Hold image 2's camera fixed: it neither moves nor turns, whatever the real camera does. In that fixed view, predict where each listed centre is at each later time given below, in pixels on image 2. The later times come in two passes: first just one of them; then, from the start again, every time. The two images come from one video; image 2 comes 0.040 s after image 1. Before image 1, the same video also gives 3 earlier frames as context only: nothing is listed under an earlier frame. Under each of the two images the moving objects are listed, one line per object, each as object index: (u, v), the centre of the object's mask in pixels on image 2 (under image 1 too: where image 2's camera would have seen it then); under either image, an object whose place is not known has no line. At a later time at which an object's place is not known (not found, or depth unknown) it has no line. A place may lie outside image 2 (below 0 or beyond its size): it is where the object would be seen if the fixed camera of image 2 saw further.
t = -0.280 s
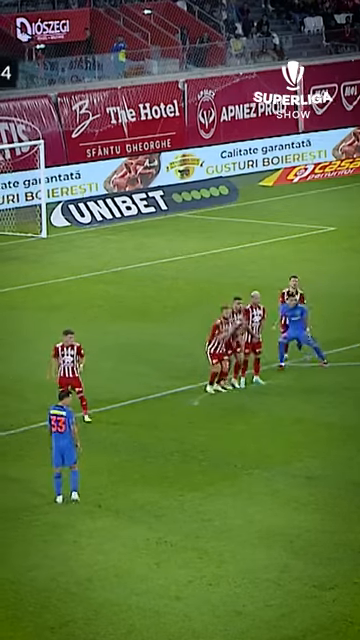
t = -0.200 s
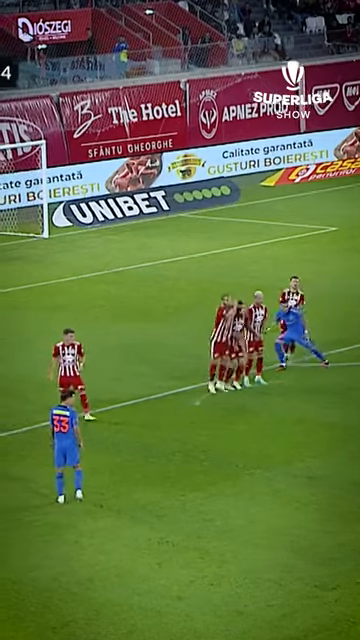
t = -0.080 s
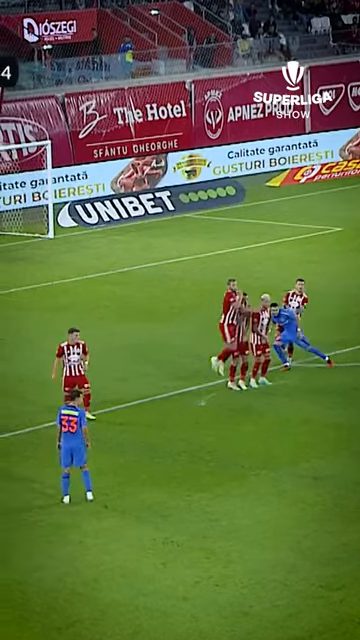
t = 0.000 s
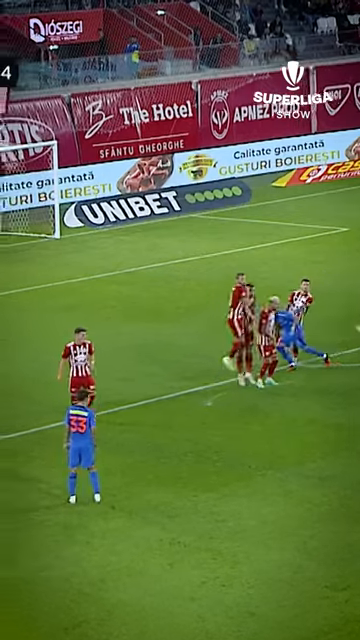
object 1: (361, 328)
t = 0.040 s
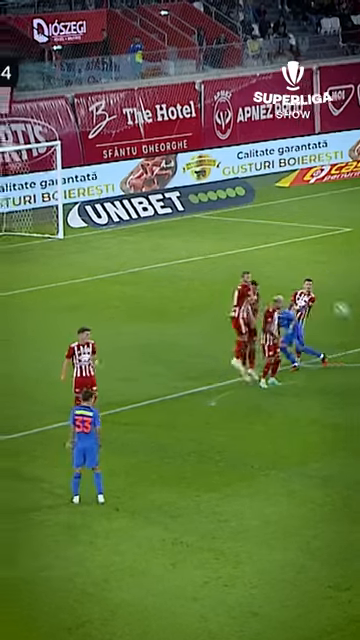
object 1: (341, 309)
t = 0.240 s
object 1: (224, 229)
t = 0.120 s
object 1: (291, 268)
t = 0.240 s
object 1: (224, 229)
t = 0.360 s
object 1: (167, 204)
